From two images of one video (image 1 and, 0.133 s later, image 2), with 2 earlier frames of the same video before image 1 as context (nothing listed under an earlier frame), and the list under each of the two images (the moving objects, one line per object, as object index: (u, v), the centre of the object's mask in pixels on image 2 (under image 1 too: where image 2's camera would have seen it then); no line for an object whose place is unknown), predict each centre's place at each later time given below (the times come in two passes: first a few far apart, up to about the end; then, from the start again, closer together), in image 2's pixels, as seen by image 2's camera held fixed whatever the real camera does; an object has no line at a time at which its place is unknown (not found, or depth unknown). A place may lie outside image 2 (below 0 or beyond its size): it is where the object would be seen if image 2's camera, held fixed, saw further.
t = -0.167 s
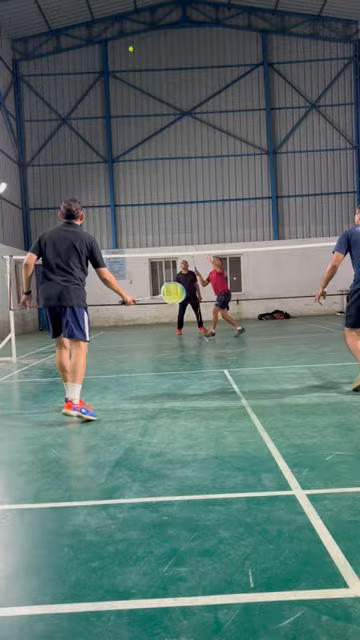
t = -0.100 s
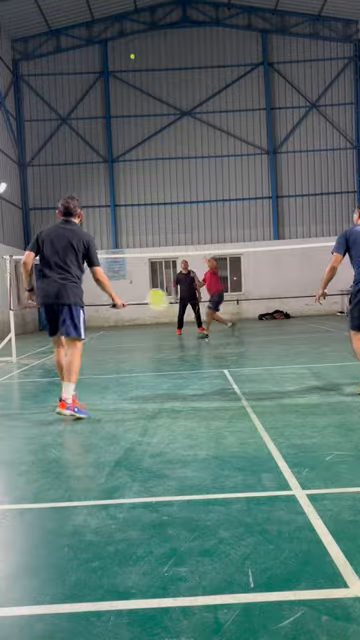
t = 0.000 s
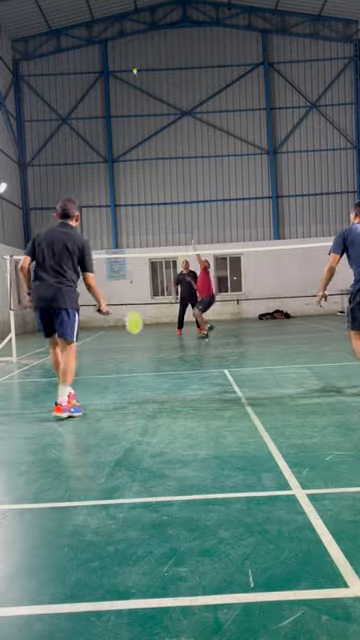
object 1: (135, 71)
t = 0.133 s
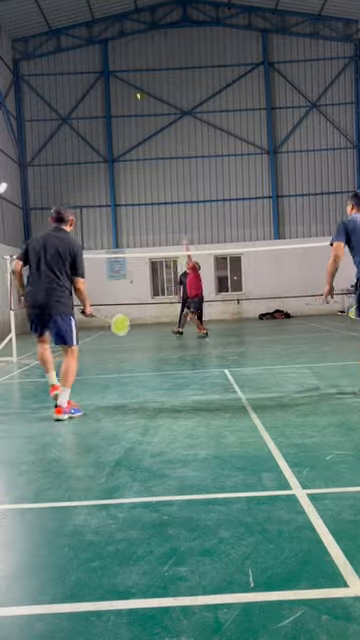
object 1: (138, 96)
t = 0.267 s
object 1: (142, 124)
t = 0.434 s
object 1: (146, 166)
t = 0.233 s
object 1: (141, 118)
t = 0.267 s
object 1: (142, 124)
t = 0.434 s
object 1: (146, 166)
